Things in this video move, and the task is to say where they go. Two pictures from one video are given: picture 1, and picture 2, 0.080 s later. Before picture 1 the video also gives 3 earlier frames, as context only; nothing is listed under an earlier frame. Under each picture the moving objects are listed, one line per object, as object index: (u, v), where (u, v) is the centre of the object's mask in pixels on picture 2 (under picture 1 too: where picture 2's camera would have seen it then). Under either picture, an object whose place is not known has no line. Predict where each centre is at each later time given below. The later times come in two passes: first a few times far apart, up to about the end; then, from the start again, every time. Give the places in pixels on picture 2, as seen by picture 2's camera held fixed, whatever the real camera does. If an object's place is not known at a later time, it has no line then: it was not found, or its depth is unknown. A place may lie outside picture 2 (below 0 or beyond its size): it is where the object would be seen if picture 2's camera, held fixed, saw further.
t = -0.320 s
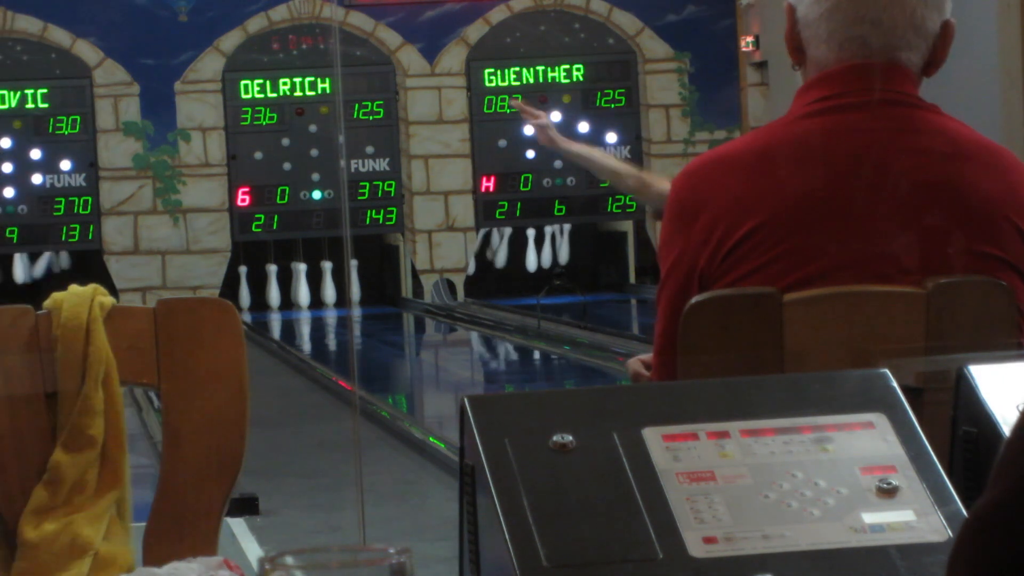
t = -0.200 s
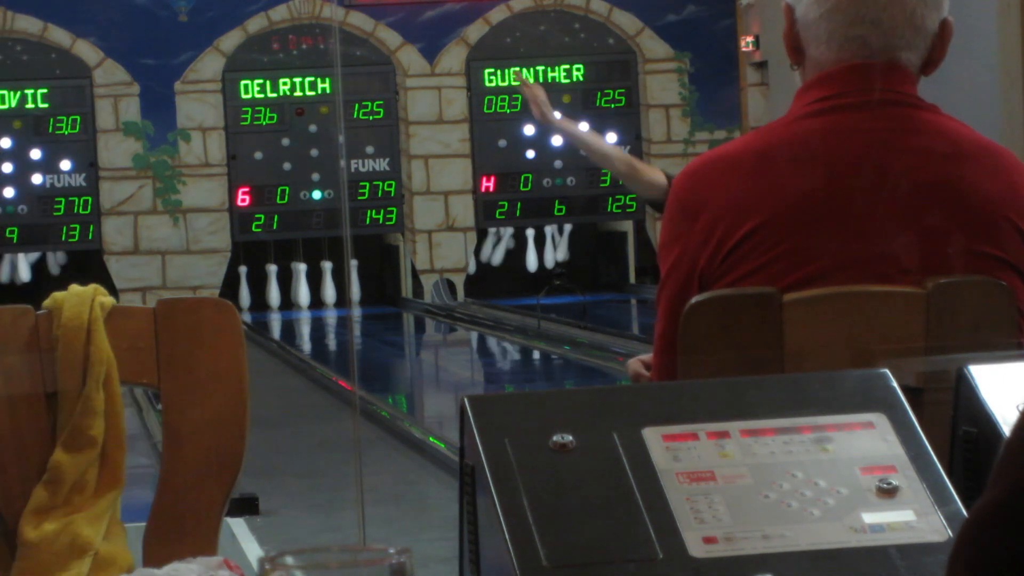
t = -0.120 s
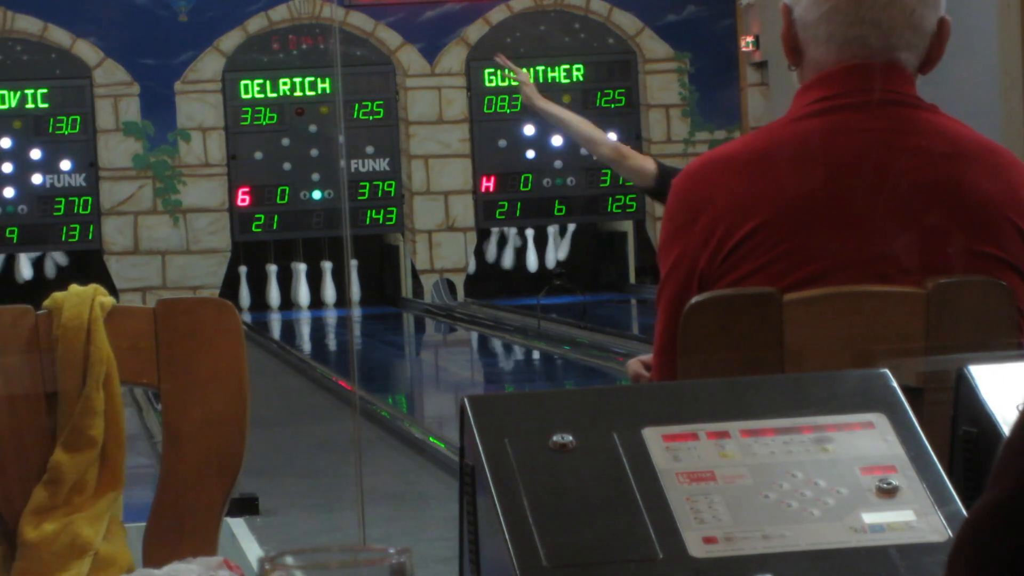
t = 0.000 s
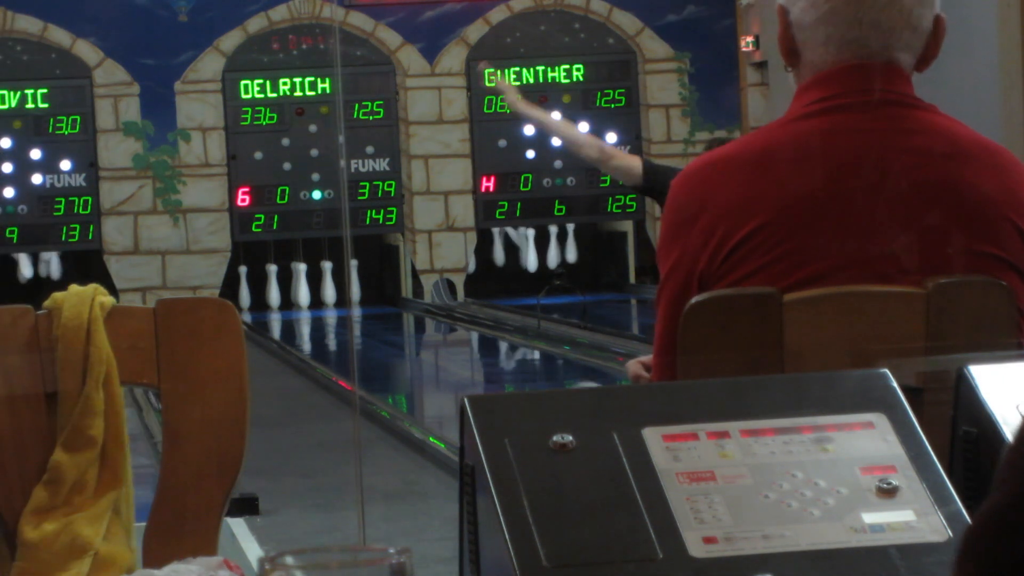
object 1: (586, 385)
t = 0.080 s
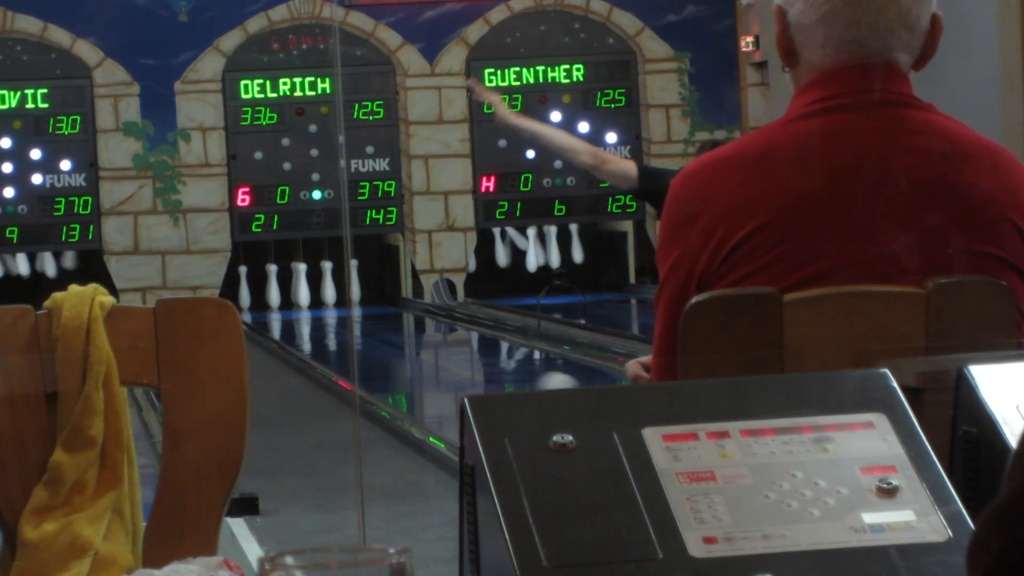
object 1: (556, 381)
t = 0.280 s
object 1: (492, 366)
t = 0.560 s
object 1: (422, 343)
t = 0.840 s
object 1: (373, 327)
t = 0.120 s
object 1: (541, 379)
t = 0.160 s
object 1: (528, 377)
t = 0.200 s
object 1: (515, 374)
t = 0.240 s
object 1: (503, 370)
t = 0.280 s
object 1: (492, 366)
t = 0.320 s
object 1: (479, 363)
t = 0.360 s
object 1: (467, 359)
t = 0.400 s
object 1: (458, 356)
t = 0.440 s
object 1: (448, 353)
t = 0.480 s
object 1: (439, 349)
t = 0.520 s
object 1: (431, 347)
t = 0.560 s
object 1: (422, 343)
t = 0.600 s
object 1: (414, 341)
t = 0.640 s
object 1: (406, 339)
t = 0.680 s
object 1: (398, 336)
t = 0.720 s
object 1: (392, 334)
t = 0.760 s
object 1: (385, 332)
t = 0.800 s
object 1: (379, 329)
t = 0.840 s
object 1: (373, 327)
